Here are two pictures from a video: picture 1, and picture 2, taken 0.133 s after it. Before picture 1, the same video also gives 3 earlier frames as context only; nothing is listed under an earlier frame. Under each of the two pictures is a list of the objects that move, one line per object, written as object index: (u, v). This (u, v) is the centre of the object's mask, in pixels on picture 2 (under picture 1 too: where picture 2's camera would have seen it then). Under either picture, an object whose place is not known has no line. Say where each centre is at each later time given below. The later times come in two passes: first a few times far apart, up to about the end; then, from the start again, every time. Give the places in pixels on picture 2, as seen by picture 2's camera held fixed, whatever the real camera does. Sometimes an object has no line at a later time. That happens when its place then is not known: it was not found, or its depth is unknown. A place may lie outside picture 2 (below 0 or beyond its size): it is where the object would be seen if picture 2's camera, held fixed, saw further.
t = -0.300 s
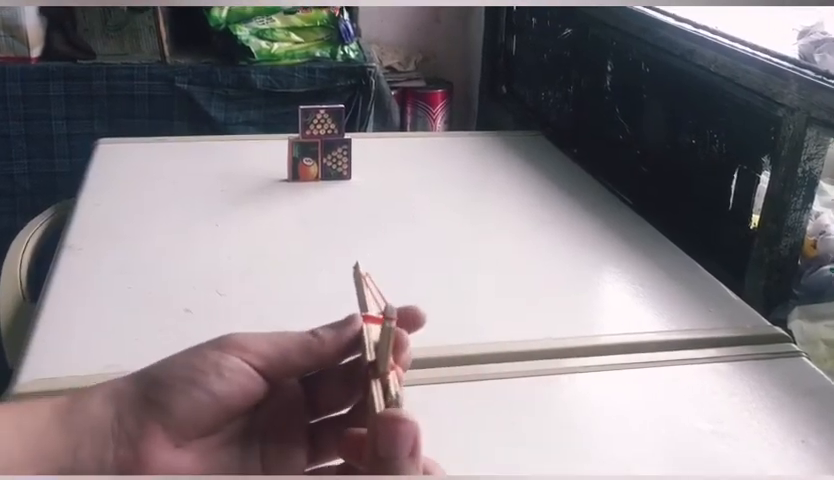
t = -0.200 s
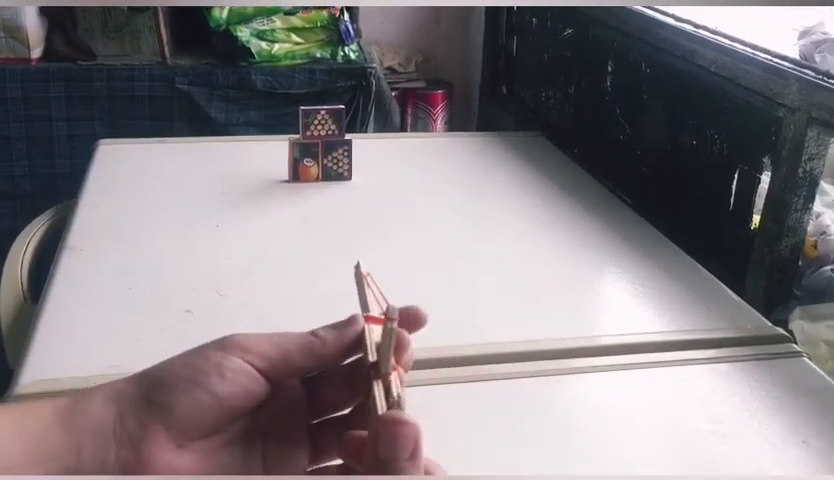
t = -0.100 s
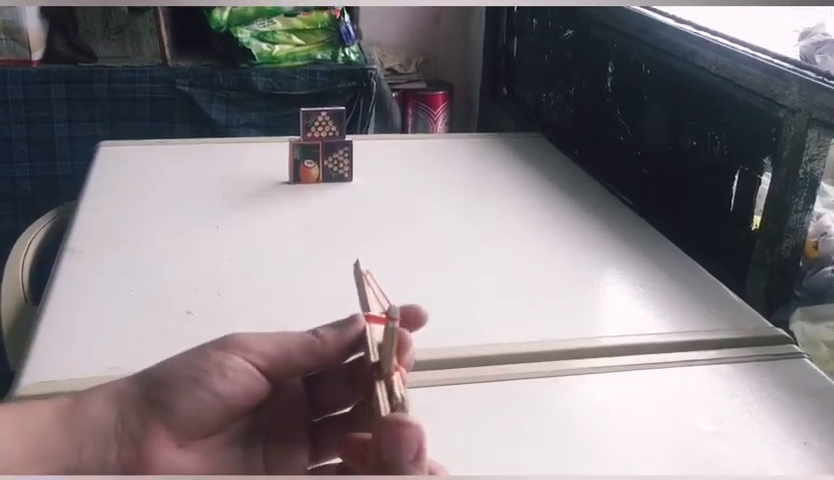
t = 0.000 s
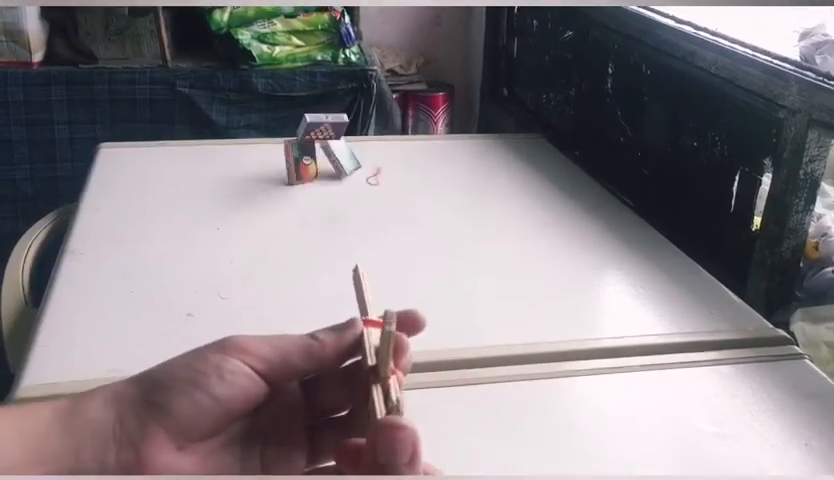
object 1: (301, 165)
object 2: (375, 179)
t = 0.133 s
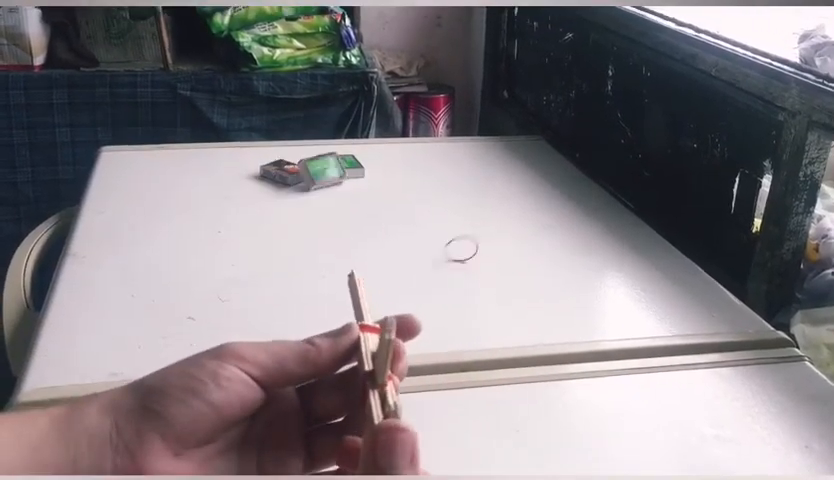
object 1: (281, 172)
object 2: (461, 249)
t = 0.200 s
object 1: (280, 172)
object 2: (500, 235)
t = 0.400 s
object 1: (279, 172)
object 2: (608, 274)
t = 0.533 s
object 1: (279, 172)
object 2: (676, 279)
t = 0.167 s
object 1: (280, 172)
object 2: (481, 236)
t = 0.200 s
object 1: (280, 172)
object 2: (500, 235)
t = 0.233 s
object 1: (280, 172)
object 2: (518, 244)
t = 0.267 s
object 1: (279, 172)
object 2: (535, 264)
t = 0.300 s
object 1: (279, 172)
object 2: (555, 268)
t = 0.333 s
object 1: (279, 171)
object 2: (574, 263)
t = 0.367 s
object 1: (279, 172)
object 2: (591, 269)
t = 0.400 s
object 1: (279, 172)
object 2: (608, 274)
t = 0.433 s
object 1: (279, 172)
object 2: (626, 271)
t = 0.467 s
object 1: (279, 172)
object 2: (642, 276)
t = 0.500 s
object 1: (279, 172)
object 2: (659, 278)
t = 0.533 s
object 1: (279, 172)
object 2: (676, 279)
